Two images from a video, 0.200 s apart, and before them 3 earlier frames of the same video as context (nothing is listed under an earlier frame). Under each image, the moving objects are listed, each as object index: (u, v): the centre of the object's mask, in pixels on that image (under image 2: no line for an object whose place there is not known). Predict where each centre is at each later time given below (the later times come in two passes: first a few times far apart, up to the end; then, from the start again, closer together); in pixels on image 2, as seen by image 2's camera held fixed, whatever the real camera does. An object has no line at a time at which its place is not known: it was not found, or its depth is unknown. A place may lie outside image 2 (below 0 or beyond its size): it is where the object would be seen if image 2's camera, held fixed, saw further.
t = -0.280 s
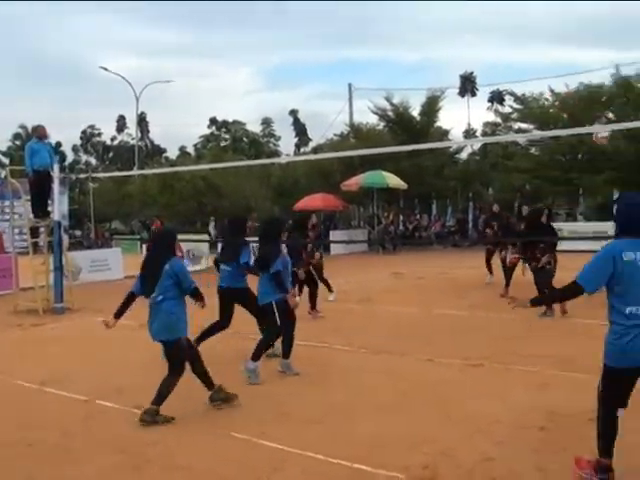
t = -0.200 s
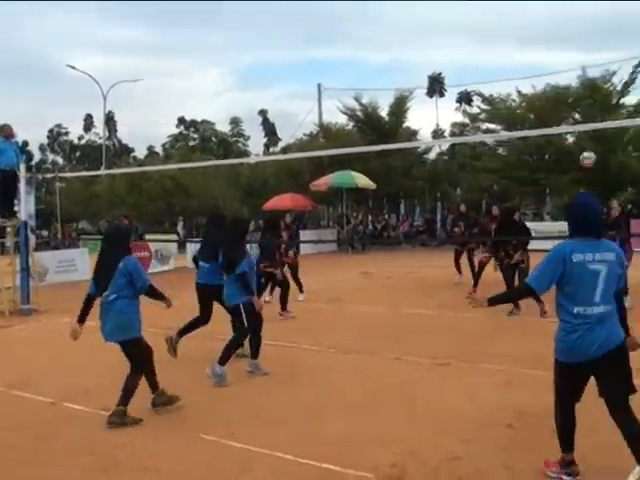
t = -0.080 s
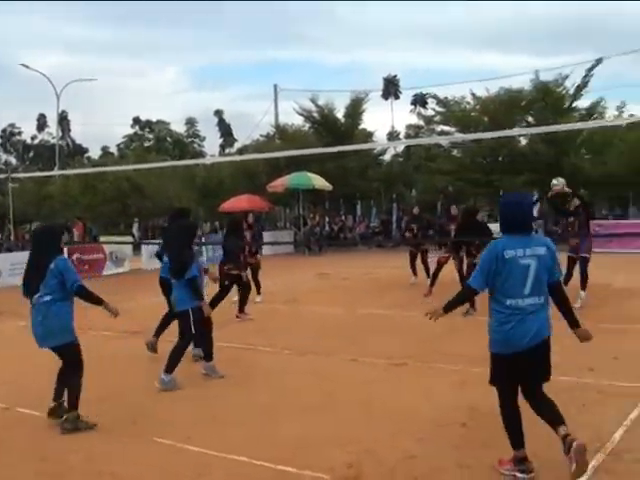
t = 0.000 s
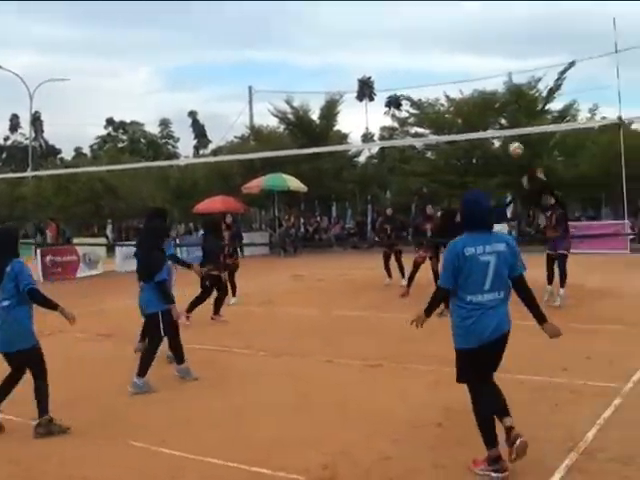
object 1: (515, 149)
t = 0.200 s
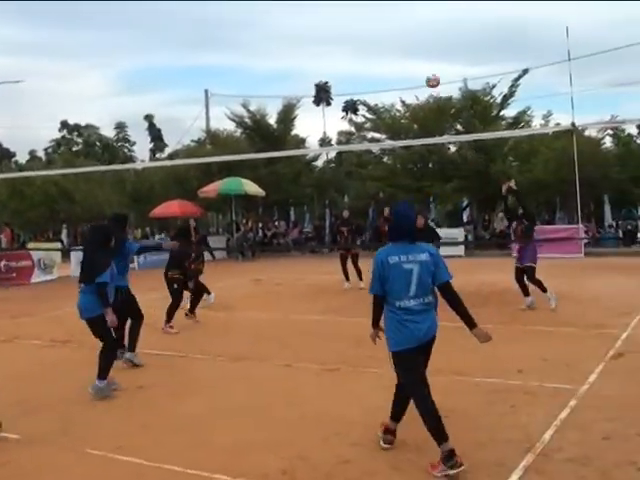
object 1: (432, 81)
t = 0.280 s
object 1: (416, 59)
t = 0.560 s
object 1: (363, 19)
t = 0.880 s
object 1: (307, 38)
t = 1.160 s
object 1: (262, 111)
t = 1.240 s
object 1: (250, 139)
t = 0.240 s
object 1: (425, 70)
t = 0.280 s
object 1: (416, 59)
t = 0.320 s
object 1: (409, 51)
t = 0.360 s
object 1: (401, 42)
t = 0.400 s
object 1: (394, 36)
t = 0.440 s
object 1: (386, 30)
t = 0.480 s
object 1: (378, 25)
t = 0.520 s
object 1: (371, 21)
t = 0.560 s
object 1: (363, 19)
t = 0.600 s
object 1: (356, 17)
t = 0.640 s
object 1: (349, 17)
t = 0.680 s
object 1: (342, 18)
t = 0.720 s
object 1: (335, 20)
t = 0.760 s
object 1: (328, 22)
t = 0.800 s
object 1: (321, 26)
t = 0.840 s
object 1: (314, 32)
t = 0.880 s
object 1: (307, 38)
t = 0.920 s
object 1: (300, 45)
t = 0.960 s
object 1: (294, 54)
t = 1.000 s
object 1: (287, 63)
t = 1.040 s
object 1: (280, 74)
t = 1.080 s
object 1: (274, 85)
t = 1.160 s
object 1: (262, 111)
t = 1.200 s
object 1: (256, 125)
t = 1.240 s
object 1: (250, 139)
